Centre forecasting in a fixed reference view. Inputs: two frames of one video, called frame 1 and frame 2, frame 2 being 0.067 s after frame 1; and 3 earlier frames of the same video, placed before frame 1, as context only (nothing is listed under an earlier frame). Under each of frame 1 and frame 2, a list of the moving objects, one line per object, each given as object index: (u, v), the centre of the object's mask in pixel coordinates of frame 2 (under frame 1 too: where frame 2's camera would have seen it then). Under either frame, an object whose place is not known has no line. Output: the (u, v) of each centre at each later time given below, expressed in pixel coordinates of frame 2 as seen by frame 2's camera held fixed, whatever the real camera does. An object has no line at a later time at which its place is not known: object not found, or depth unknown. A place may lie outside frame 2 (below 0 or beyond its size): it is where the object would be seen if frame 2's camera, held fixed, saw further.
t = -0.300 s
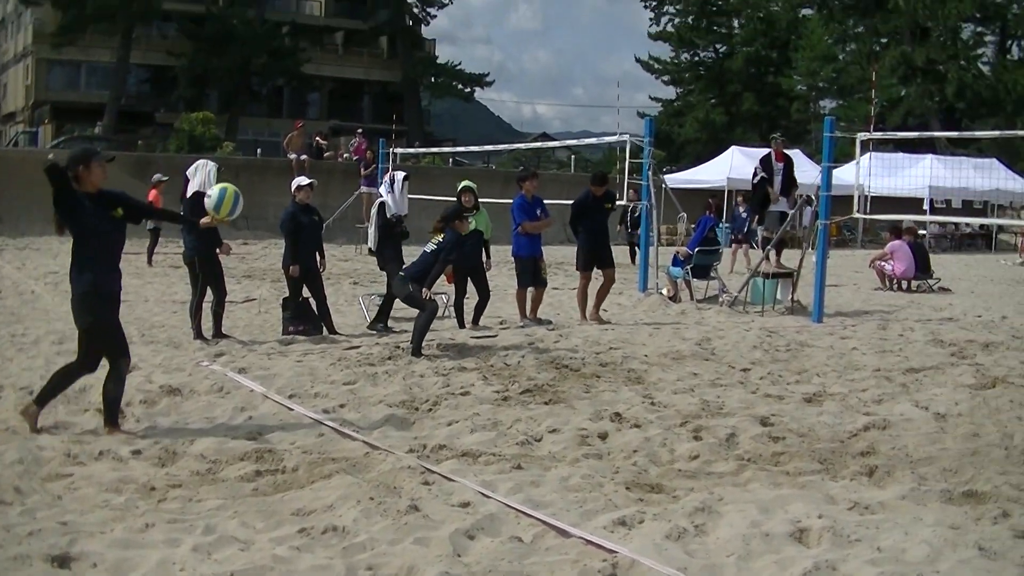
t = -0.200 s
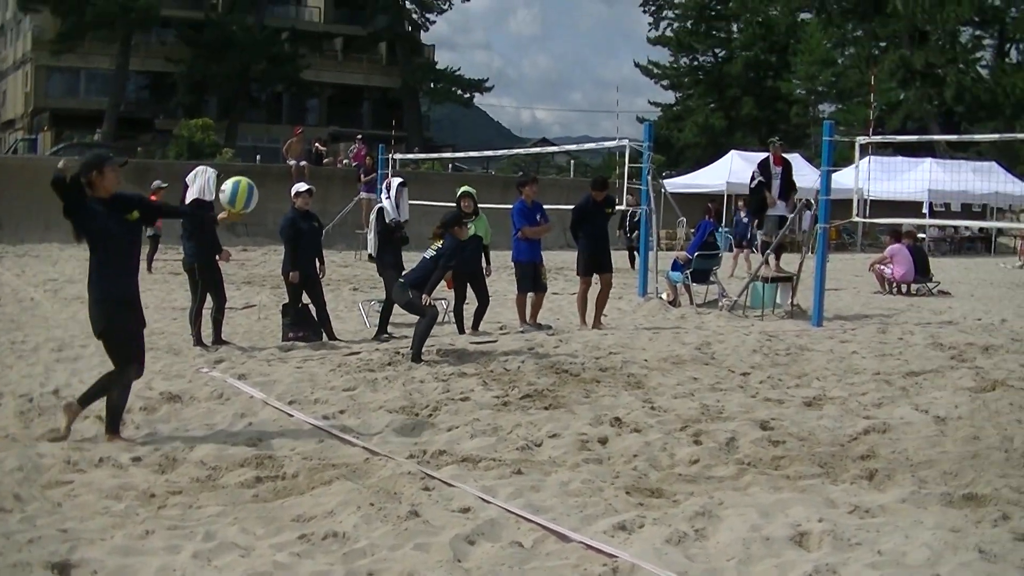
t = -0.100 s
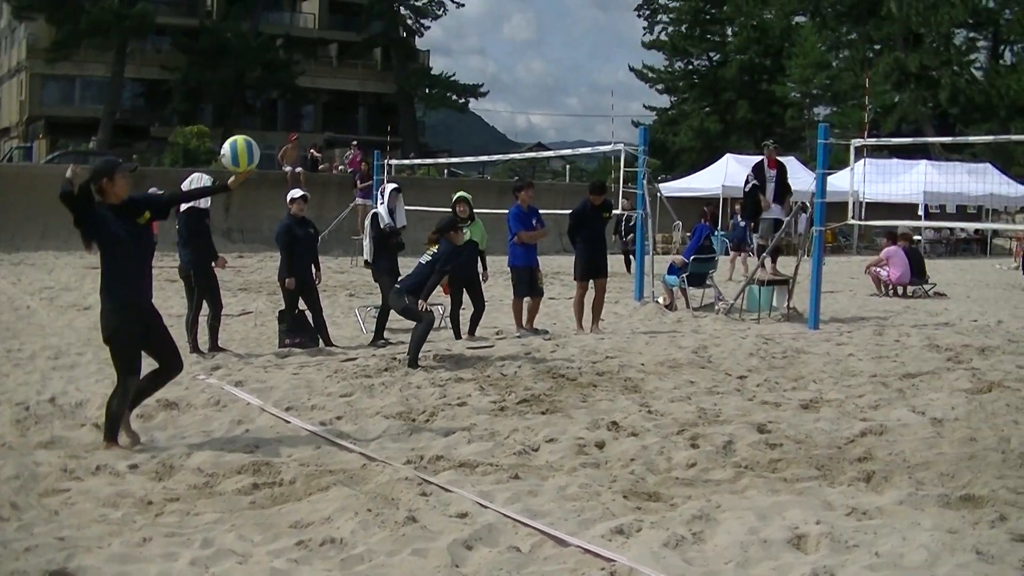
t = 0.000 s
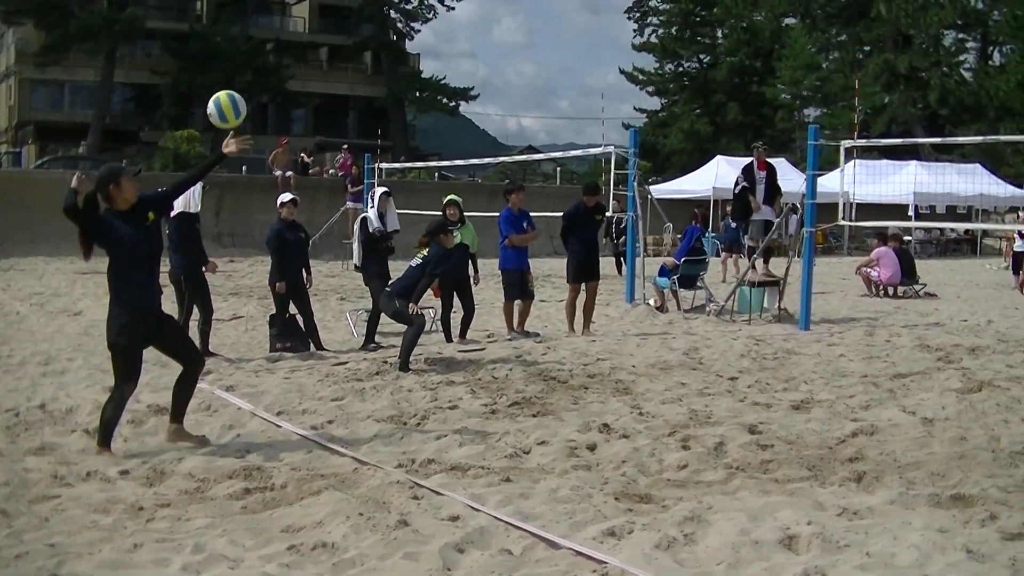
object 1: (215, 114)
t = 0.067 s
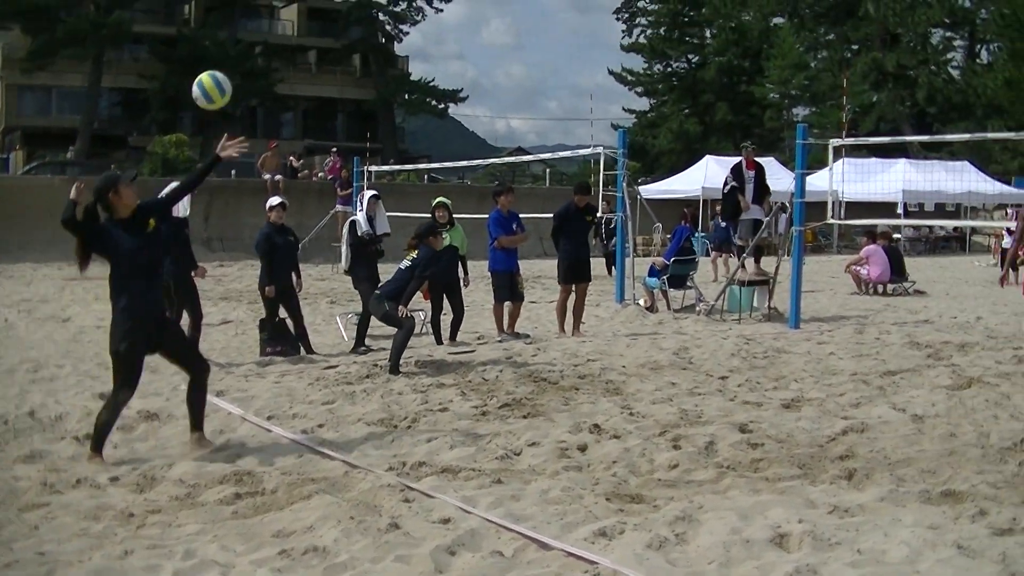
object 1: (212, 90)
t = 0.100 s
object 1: (209, 82)
